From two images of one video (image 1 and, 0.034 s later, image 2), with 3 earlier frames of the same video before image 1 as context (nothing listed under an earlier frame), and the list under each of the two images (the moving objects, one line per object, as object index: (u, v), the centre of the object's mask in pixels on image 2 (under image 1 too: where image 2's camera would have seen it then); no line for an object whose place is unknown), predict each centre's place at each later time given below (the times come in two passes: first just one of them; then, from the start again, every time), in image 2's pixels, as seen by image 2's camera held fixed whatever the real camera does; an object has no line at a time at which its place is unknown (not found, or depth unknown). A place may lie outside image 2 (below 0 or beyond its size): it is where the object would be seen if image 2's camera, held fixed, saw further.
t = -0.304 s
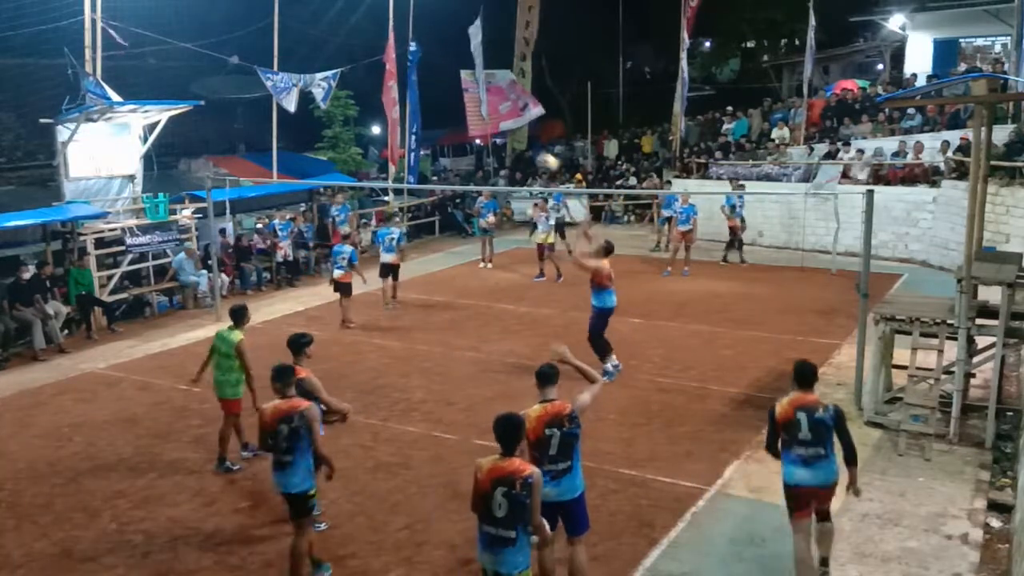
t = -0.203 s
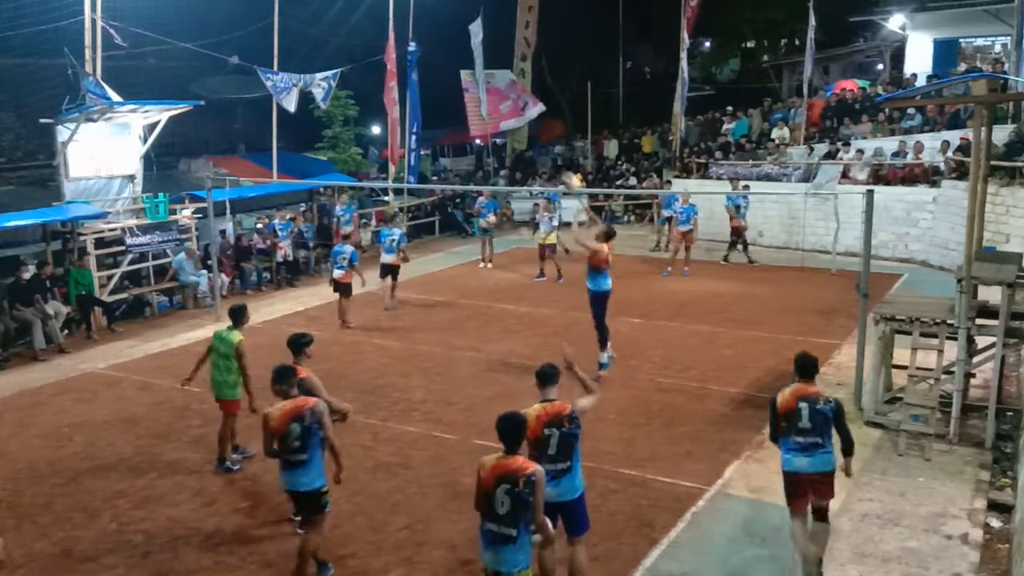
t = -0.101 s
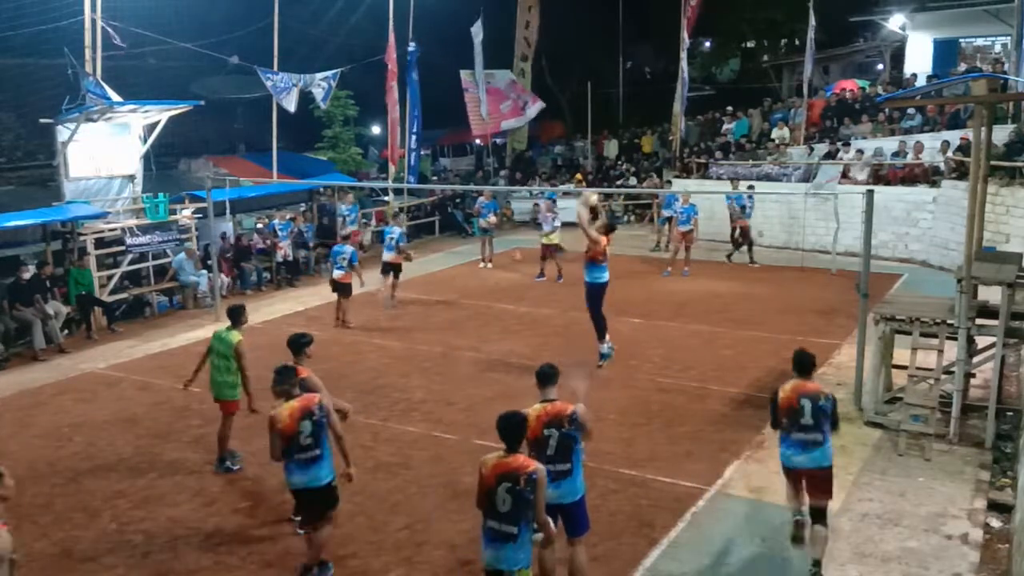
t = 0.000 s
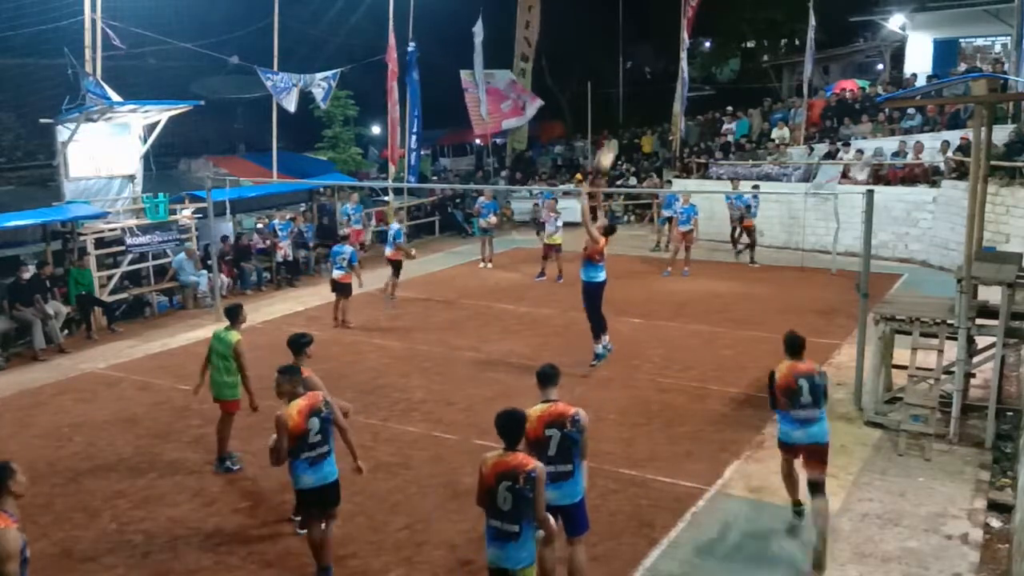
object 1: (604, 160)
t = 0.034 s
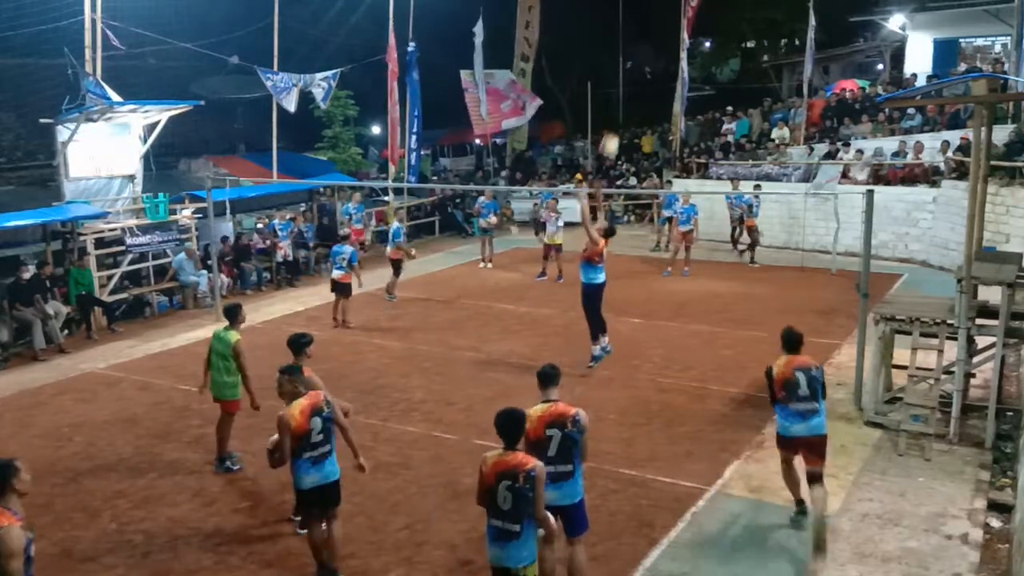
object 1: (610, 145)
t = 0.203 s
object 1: (636, 88)
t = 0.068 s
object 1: (615, 131)
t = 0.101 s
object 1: (619, 120)
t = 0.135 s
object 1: (625, 108)
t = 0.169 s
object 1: (631, 98)
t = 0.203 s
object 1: (636, 88)
